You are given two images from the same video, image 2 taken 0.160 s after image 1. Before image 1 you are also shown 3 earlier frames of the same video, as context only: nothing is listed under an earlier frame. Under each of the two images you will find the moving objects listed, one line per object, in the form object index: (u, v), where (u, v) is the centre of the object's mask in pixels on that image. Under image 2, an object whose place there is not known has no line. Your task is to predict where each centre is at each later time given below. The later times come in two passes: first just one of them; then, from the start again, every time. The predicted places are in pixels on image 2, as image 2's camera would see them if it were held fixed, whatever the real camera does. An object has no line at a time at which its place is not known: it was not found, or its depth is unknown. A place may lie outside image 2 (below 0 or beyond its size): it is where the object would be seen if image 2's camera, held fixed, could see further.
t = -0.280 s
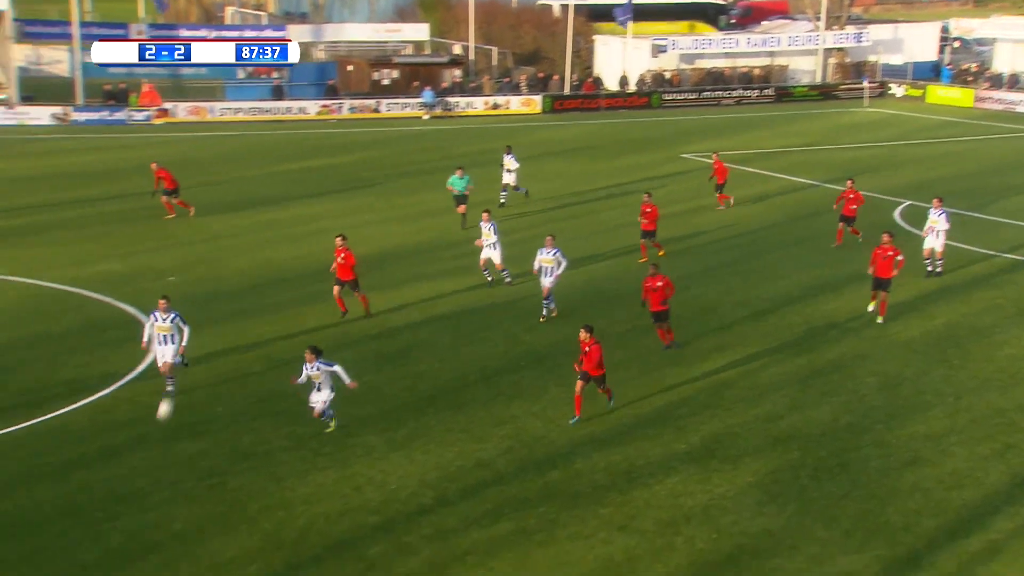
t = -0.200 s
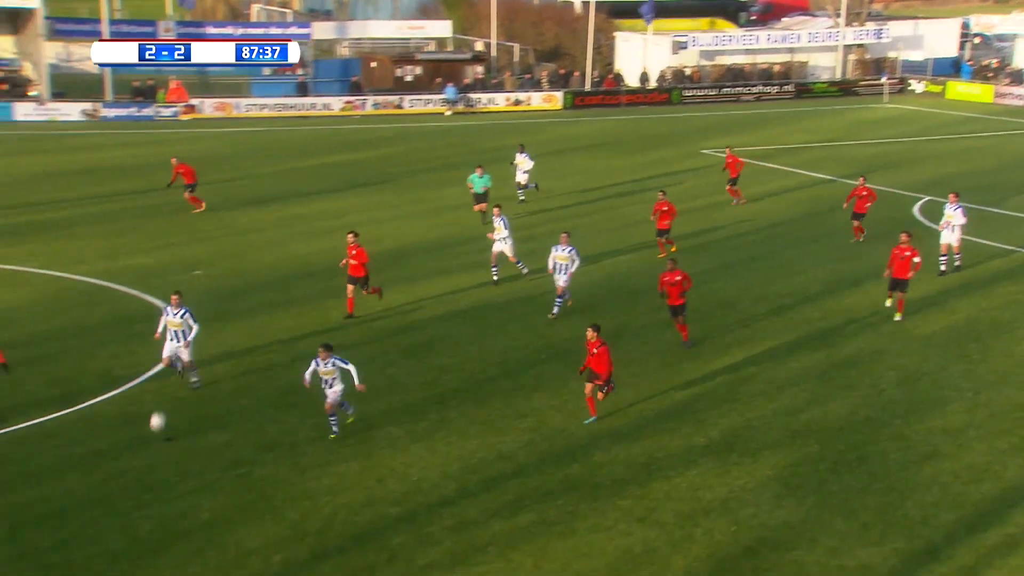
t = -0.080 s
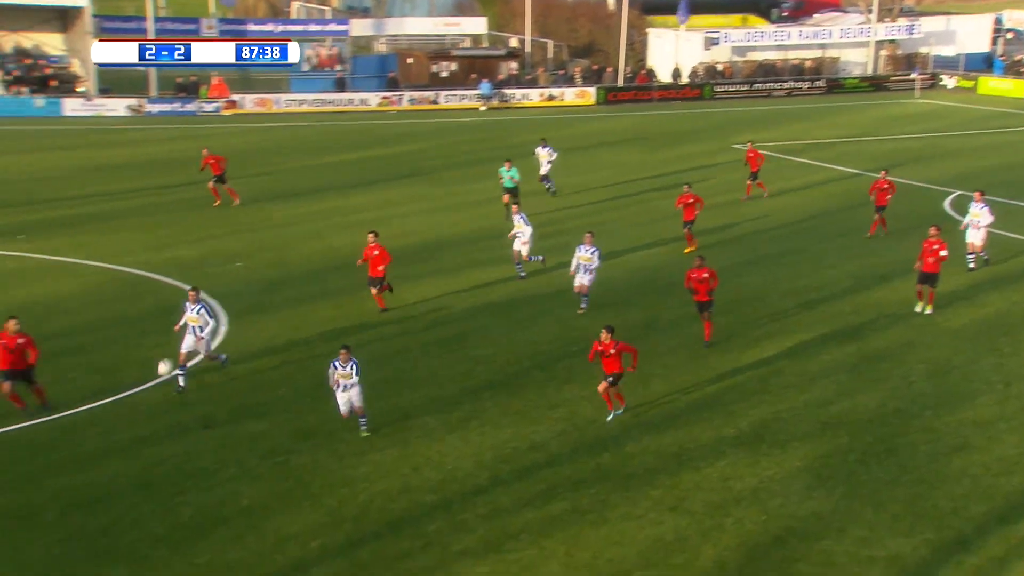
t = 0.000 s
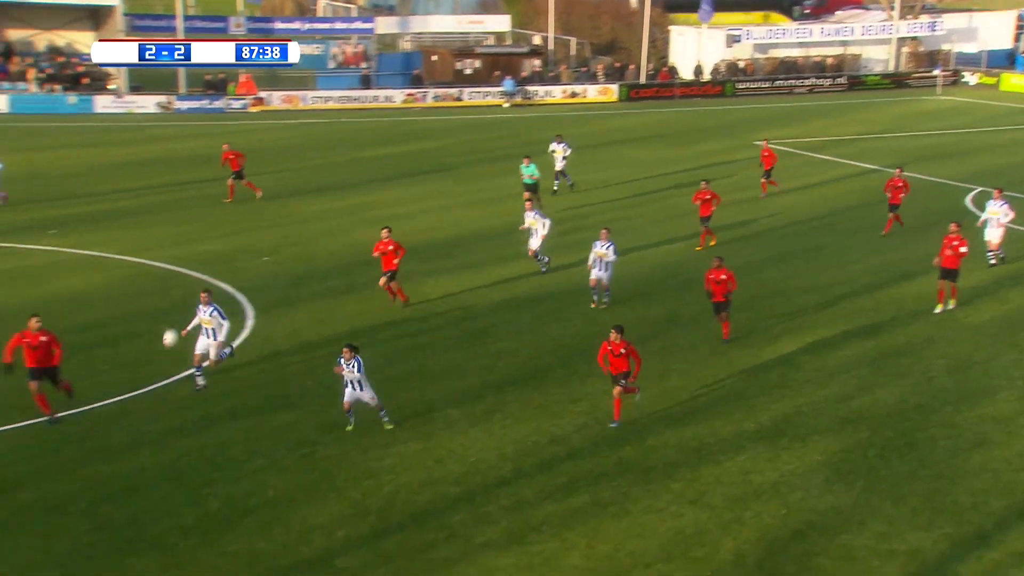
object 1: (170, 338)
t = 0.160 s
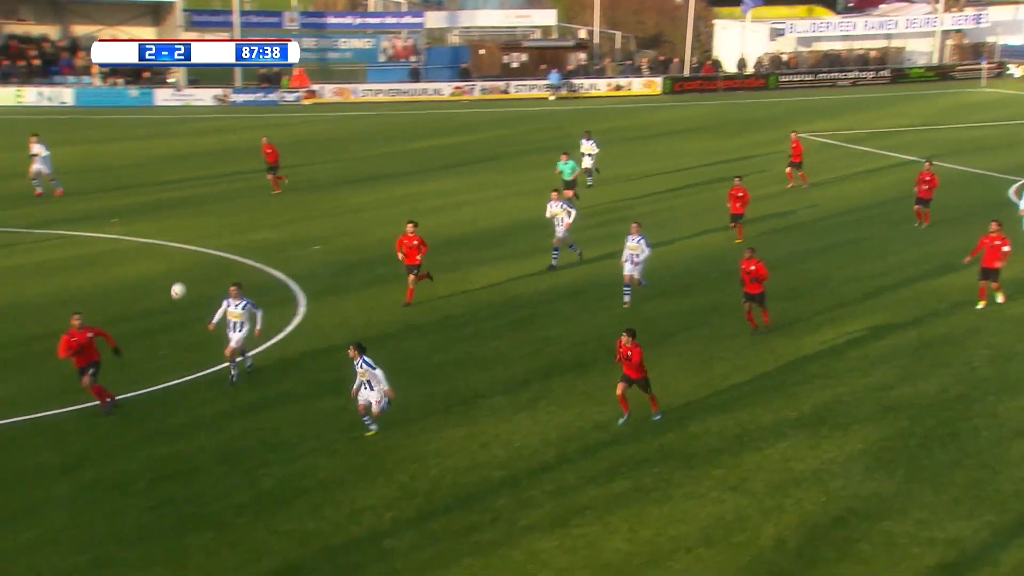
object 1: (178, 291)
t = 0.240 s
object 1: (155, 279)
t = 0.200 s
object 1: (167, 285)
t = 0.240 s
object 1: (155, 279)
